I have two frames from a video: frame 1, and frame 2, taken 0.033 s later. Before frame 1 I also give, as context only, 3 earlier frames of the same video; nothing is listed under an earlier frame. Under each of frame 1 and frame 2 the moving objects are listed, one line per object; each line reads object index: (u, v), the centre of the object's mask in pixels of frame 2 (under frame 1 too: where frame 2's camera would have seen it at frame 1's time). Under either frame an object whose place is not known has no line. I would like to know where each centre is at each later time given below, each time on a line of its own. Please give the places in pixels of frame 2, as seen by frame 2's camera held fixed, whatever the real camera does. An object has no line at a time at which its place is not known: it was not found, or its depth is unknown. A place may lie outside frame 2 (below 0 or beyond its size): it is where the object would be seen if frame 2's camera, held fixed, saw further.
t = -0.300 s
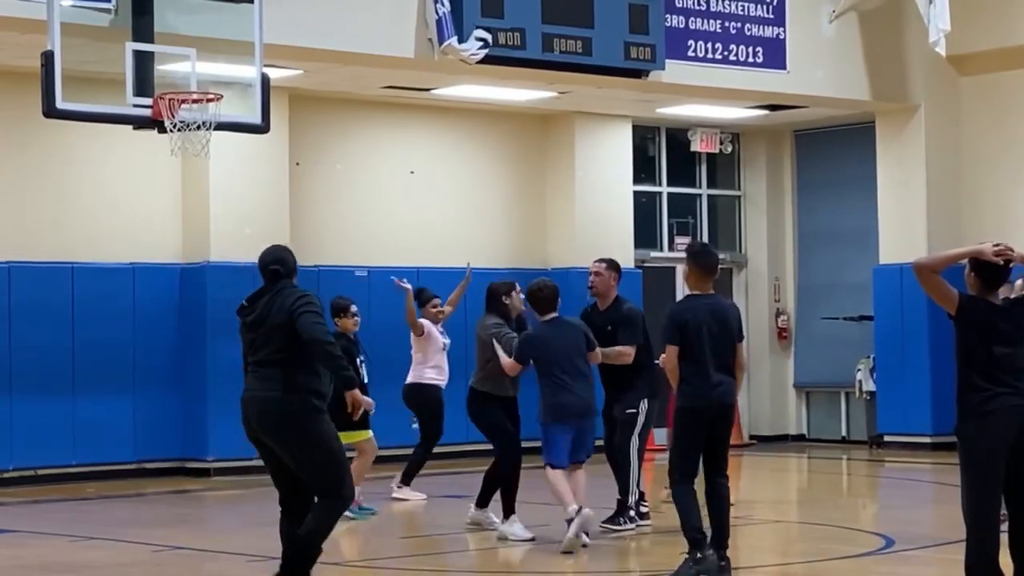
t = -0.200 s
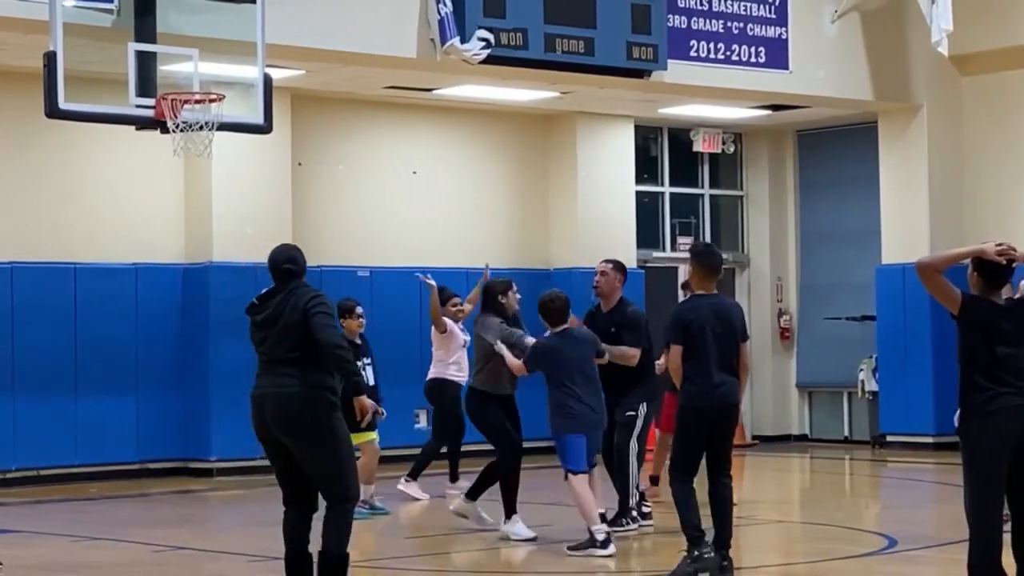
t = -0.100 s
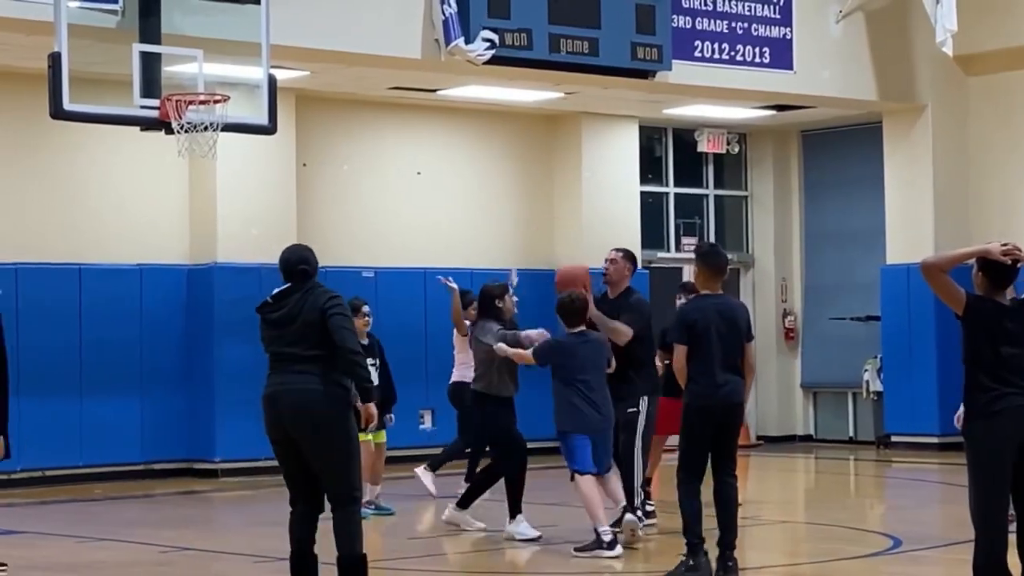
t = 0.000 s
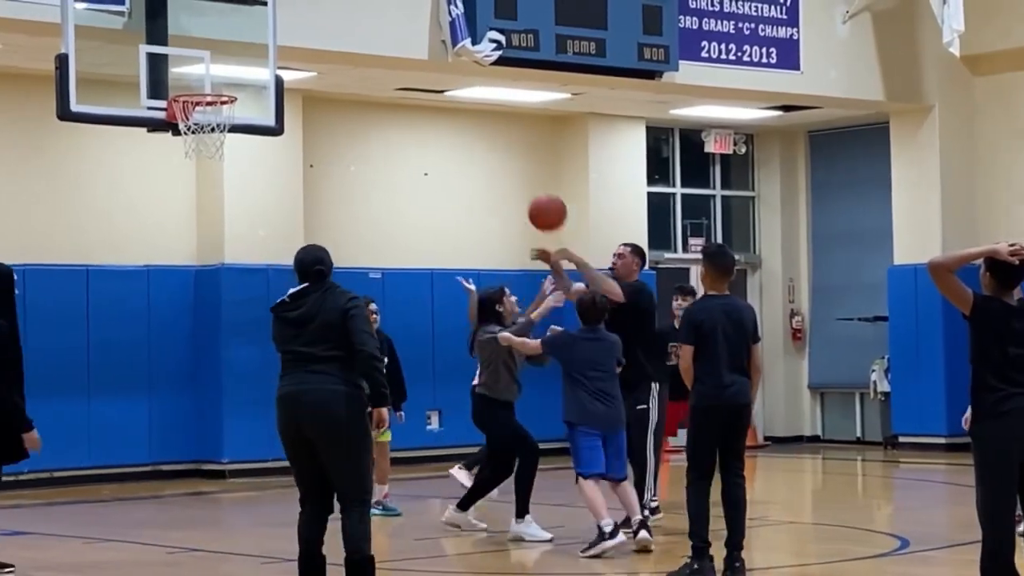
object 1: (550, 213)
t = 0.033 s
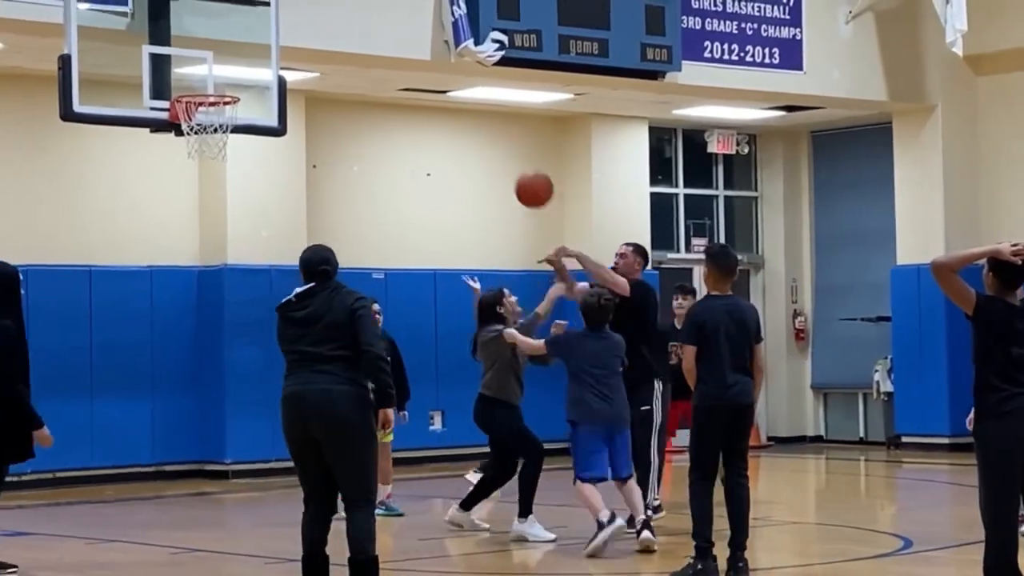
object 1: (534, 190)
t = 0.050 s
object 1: (526, 178)
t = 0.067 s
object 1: (519, 167)
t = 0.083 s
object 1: (511, 157)
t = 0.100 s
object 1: (503, 147)
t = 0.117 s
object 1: (495, 137)
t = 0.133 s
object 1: (487, 128)
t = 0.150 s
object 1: (480, 120)
